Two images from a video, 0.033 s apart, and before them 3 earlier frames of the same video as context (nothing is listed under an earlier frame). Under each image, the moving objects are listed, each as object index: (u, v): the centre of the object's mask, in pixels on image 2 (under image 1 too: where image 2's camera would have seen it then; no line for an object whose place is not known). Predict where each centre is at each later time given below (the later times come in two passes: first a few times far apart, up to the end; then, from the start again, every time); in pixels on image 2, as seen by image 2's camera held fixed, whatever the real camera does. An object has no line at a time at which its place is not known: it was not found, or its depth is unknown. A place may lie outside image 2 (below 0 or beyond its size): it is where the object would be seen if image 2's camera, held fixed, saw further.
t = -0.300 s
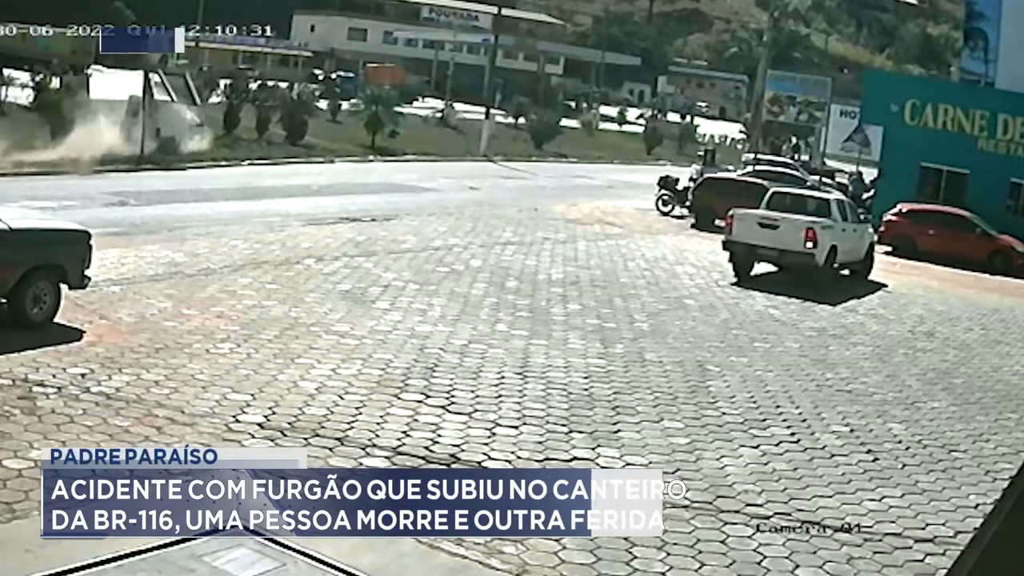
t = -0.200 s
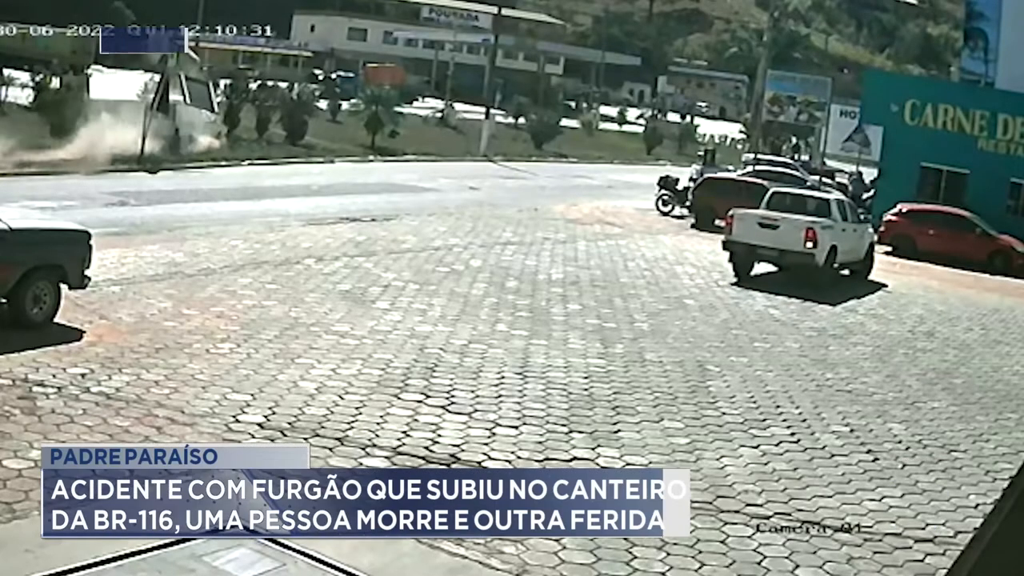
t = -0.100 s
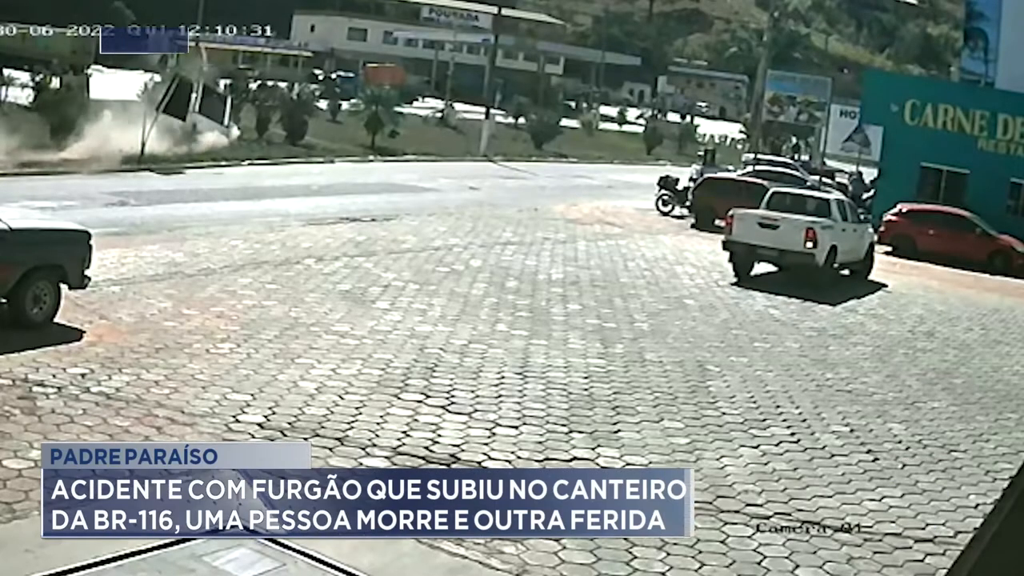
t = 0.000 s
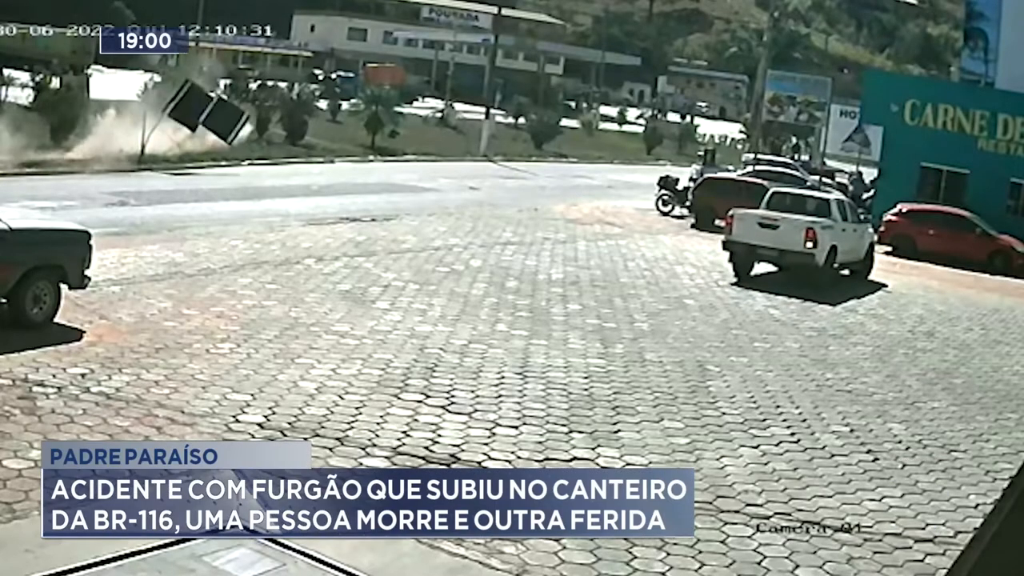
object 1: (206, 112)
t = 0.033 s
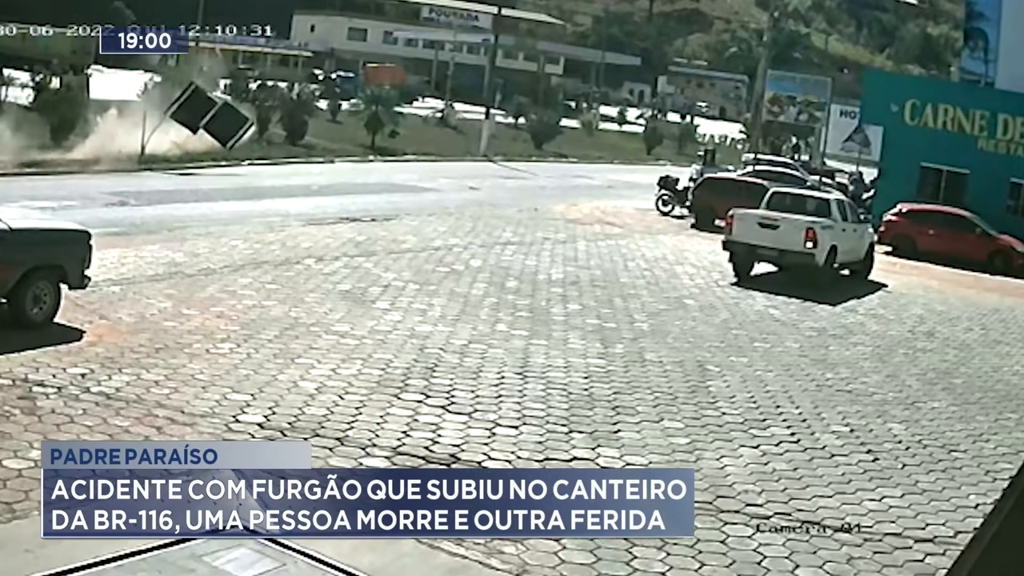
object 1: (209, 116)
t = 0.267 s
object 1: (218, 143)
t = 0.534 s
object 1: (220, 153)
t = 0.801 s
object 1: (224, 161)
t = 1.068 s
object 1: (235, 159)
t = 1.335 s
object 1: (237, 166)
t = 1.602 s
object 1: (237, 167)
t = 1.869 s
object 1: (236, 166)
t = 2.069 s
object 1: (237, 167)
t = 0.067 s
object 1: (211, 120)
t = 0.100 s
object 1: (213, 125)
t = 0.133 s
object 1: (214, 130)
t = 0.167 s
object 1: (215, 135)
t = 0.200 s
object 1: (216, 139)
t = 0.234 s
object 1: (218, 141)
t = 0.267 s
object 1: (218, 143)
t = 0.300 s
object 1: (219, 145)
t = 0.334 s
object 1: (220, 148)
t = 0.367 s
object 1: (219, 150)
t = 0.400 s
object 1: (219, 151)
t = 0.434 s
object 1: (220, 152)
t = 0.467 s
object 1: (220, 152)
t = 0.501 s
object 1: (220, 153)
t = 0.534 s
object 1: (220, 153)
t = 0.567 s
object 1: (220, 154)
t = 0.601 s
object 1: (220, 155)
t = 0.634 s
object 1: (218, 156)
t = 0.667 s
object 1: (218, 157)
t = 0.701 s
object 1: (218, 156)
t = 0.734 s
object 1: (219, 158)
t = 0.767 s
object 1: (223, 161)
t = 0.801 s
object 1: (224, 161)
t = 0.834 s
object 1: (226, 161)
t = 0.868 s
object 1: (235, 161)
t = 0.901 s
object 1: (235, 160)
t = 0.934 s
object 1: (236, 160)
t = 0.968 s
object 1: (235, 159)
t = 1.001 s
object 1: (235, 159)
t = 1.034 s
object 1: (235, 159)
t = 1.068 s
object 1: (235, 159)
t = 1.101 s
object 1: (235, 159)
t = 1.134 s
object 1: (236, 160)
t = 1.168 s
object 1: (235, 160)
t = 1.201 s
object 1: (235, 161)
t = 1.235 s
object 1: (235, 162)
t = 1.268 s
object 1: (235, 162)
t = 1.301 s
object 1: (236, 164)
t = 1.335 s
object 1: (237, 166)
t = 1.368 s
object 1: (237, 166)
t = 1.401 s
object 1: (237, 167)
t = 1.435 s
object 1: (238, 168)
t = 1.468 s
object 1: (237, 168)
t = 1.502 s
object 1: (237, 168)
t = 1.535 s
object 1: (237, 168)
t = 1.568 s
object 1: (237, 167)
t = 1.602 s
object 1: (237, 167)
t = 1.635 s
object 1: (237, 166)
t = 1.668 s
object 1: (236, 166)
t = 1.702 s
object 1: (236, 166)
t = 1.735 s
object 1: (236, 166)
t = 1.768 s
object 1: (236, 166)
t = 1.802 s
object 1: (236, 166)
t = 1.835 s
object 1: (236, 166)
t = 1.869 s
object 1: (236, 166)
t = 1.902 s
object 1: (237, 166)
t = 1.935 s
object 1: (236, 166)
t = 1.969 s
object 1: (237, 166)
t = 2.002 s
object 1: (237, 166)
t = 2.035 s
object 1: (237, 166)
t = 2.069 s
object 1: (237, 167)
